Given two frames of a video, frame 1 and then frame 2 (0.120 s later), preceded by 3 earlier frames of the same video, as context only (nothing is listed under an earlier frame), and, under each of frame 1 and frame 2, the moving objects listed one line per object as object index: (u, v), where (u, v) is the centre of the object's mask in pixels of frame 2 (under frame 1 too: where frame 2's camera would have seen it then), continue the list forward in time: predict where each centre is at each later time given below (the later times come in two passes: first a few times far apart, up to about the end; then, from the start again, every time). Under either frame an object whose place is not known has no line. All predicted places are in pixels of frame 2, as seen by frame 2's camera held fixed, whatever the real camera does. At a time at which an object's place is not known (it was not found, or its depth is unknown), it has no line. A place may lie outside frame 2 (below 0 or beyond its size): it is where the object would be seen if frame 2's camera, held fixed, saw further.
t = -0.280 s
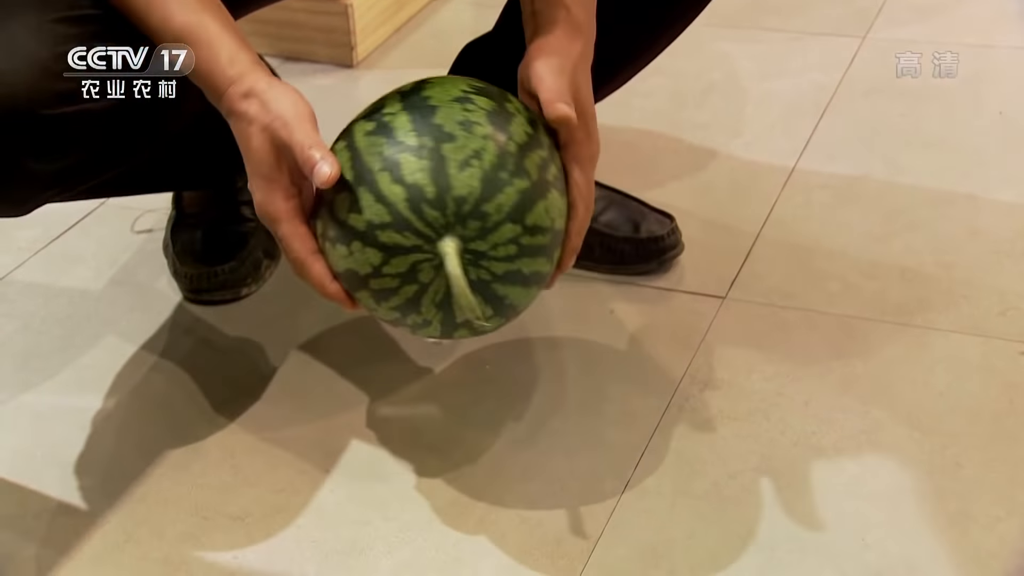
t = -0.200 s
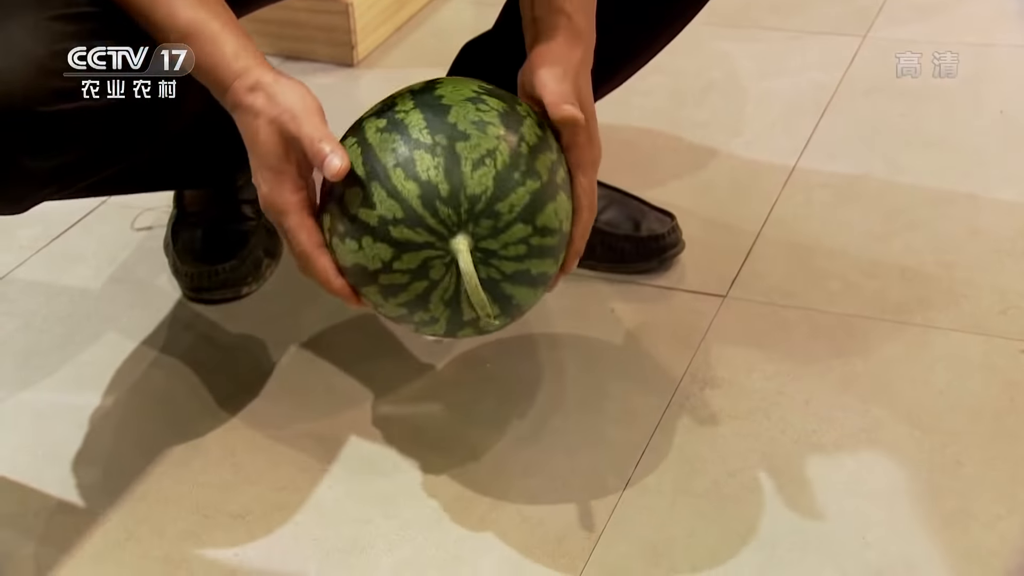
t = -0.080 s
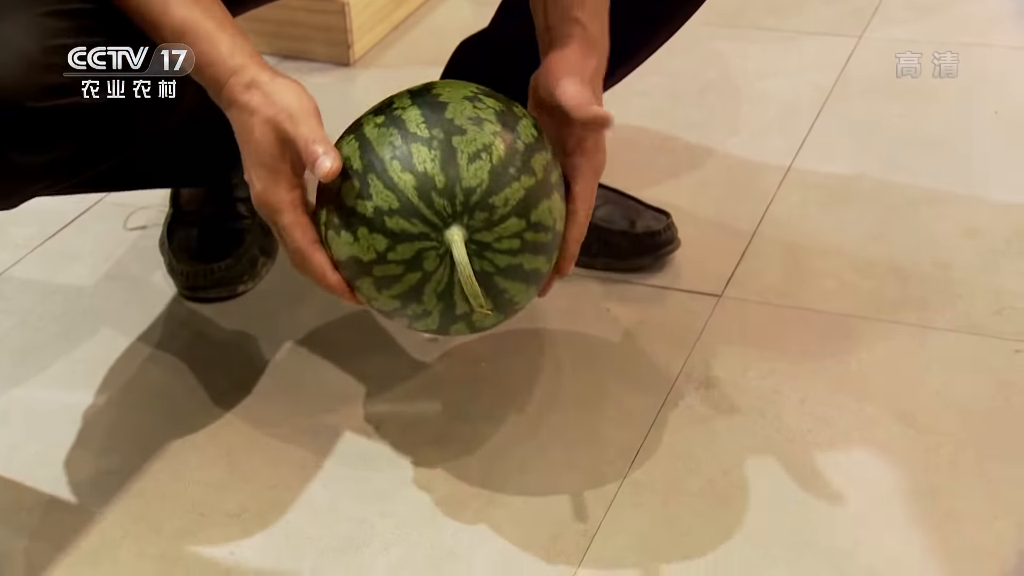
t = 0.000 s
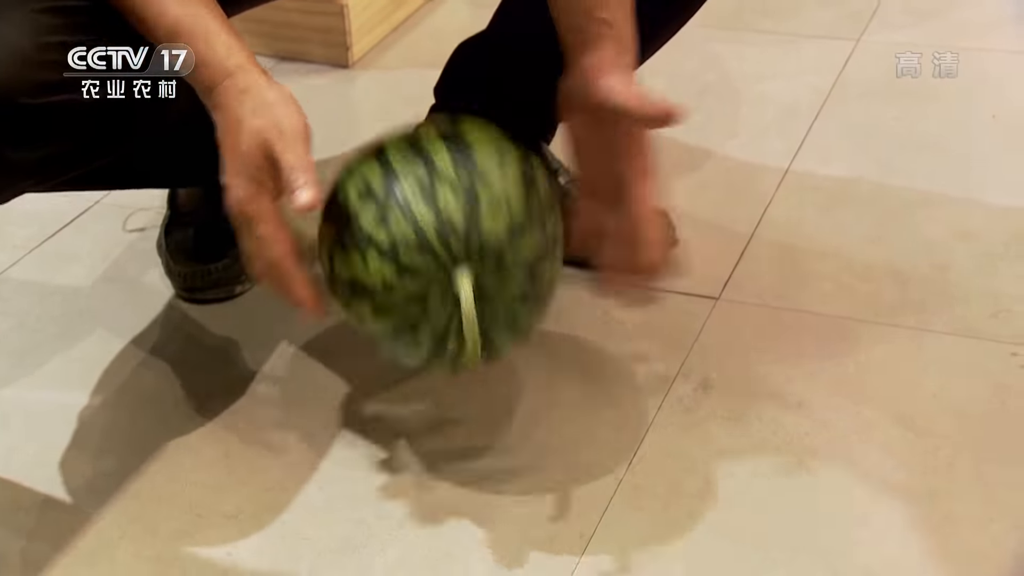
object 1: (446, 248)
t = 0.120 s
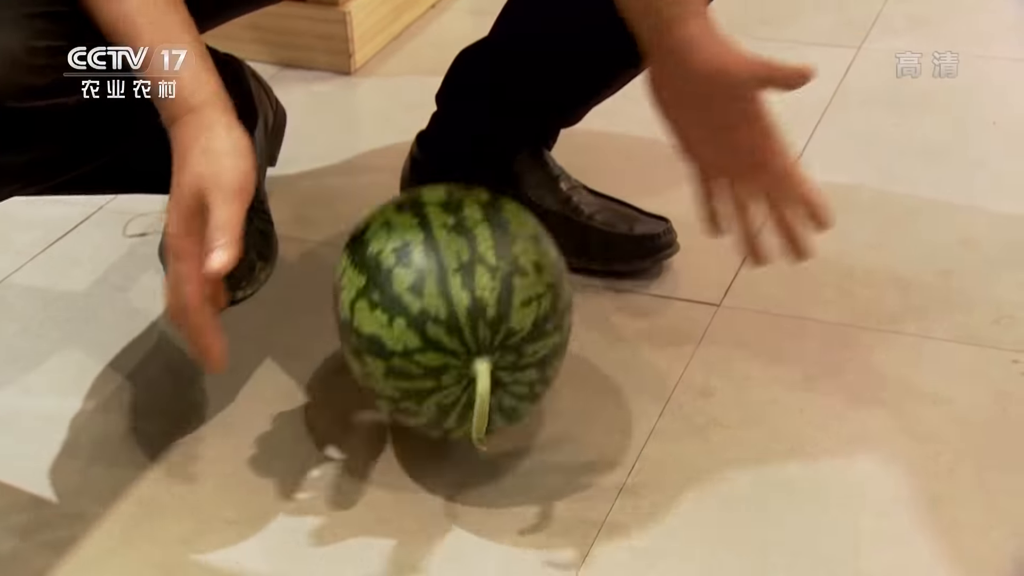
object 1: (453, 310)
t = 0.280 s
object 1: (473, 340)
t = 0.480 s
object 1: (488, 339)
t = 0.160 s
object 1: (458, 304)
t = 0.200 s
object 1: (463, 316)
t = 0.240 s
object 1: (469, 348)
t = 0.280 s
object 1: (473, 340)
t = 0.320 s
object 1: (476, 335)
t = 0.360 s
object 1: (479, 346)
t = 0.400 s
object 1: (482, 342)
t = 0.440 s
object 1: (485, 338)
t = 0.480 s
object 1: (488, 339)
